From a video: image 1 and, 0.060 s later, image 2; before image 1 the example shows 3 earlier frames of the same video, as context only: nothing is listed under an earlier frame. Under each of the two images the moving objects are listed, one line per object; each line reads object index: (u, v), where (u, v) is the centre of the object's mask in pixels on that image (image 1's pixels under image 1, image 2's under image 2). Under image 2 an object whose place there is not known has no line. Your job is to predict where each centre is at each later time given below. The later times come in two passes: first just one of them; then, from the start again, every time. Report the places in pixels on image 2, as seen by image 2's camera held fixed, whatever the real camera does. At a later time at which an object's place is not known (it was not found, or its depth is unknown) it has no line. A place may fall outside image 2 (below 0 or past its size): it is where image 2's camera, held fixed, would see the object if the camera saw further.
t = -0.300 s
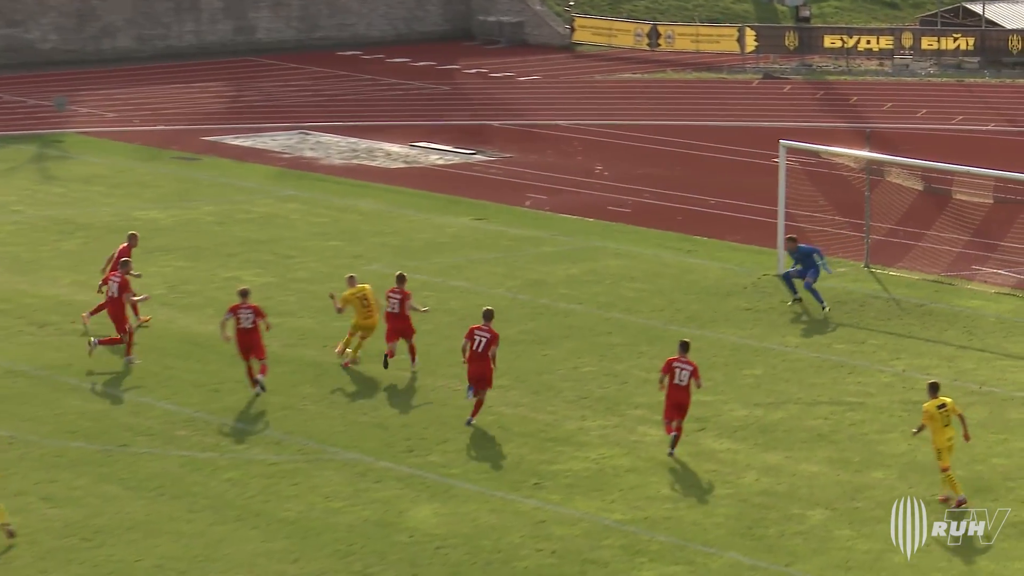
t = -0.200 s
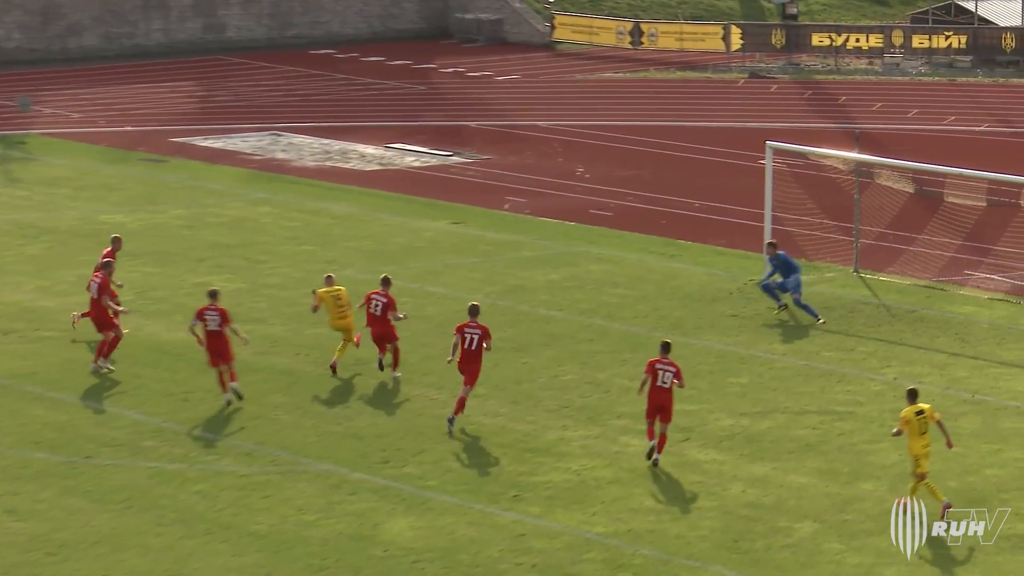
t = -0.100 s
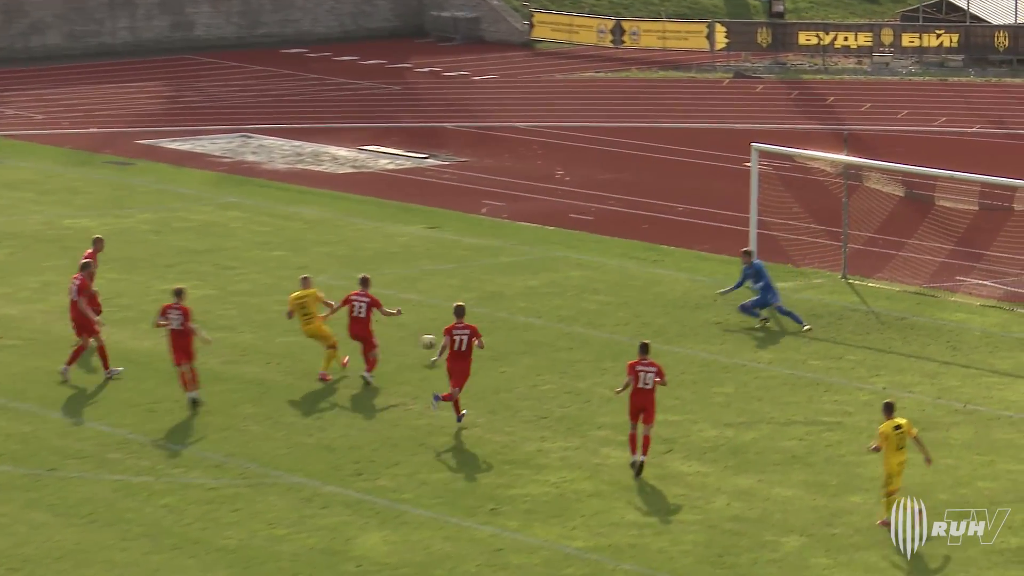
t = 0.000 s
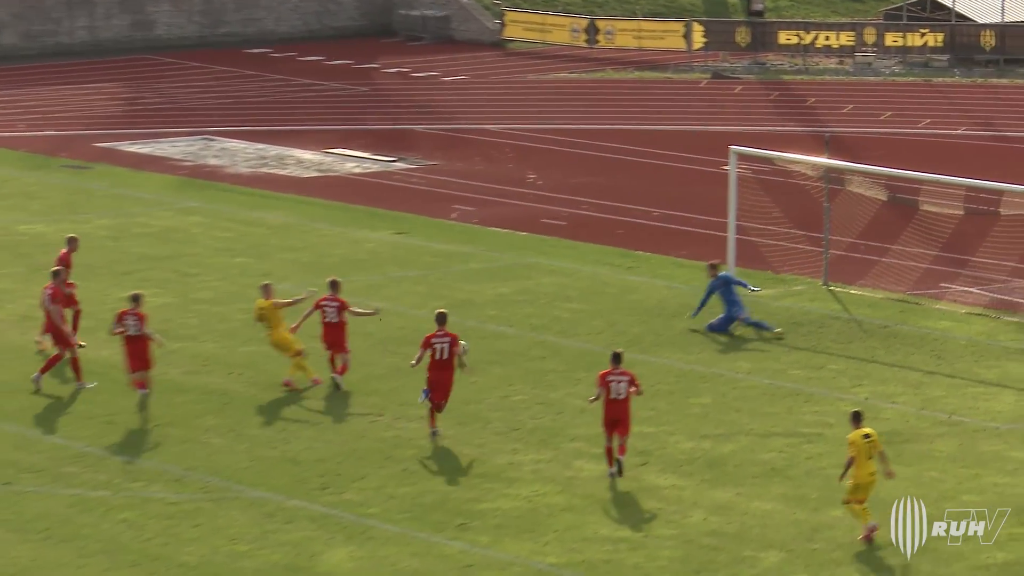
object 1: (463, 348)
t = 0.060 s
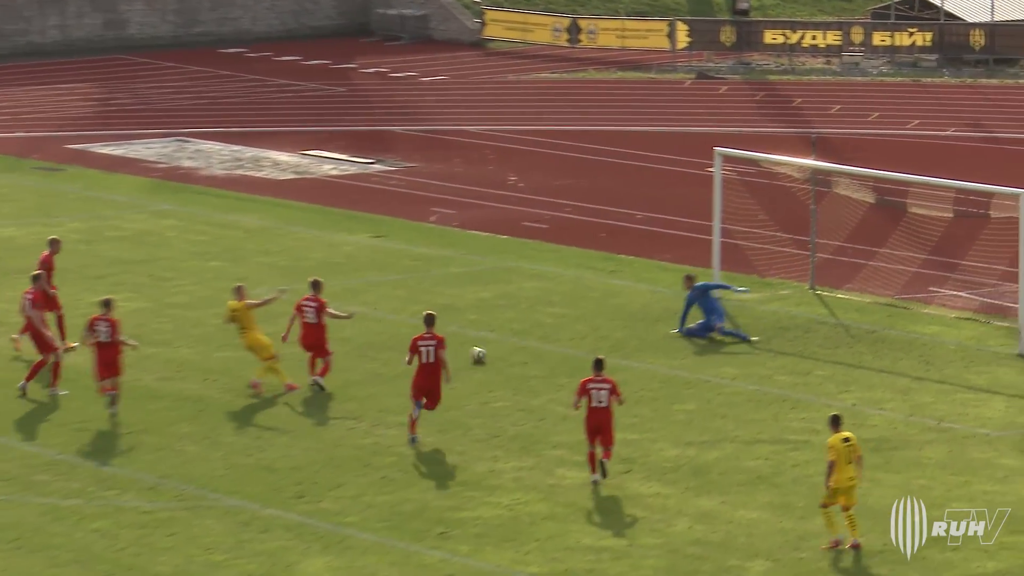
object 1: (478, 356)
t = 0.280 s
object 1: (598, 336)
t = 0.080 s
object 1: (490, 355)
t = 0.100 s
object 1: (501, 353)
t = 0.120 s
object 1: (512, 348)
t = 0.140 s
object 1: (523, 345)
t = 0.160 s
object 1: (534, 342)
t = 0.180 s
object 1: (545, 341)
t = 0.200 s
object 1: (555, 339)
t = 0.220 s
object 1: (566, 338)
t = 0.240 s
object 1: (577, 337)
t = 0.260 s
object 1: (588, 337)
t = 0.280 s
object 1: (598, 336)
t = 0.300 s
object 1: (609, 337)
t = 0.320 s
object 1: (620, 337)
